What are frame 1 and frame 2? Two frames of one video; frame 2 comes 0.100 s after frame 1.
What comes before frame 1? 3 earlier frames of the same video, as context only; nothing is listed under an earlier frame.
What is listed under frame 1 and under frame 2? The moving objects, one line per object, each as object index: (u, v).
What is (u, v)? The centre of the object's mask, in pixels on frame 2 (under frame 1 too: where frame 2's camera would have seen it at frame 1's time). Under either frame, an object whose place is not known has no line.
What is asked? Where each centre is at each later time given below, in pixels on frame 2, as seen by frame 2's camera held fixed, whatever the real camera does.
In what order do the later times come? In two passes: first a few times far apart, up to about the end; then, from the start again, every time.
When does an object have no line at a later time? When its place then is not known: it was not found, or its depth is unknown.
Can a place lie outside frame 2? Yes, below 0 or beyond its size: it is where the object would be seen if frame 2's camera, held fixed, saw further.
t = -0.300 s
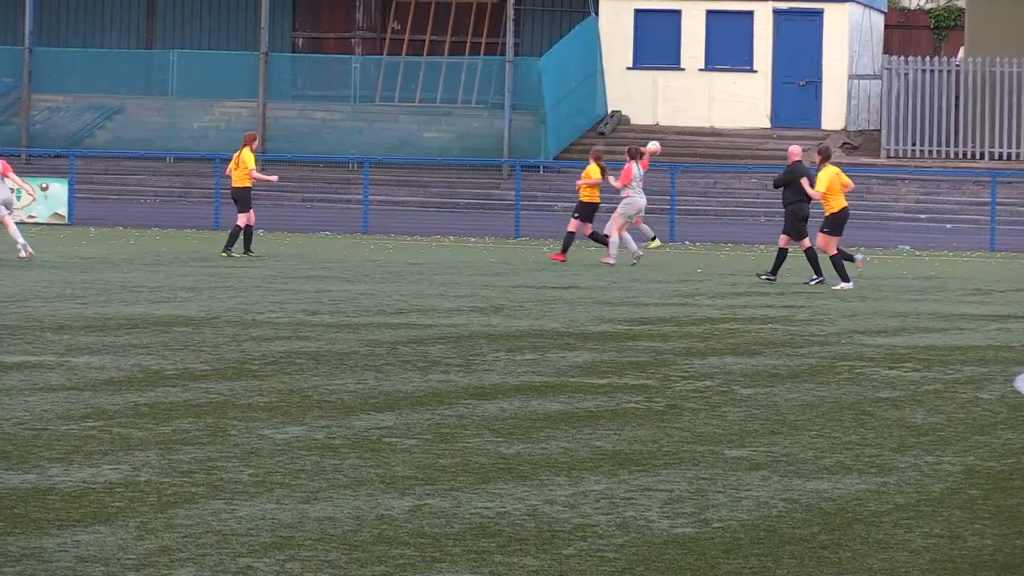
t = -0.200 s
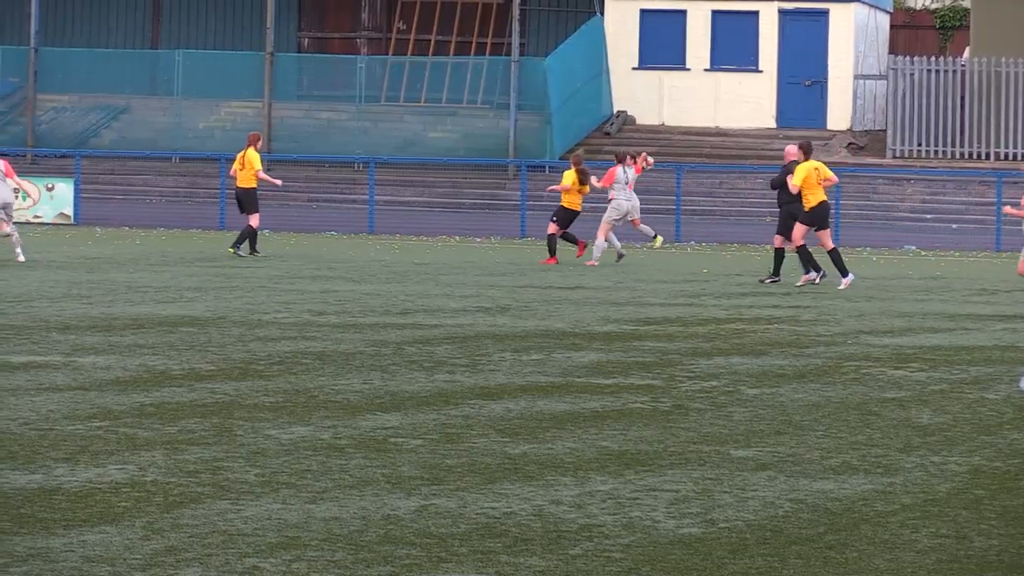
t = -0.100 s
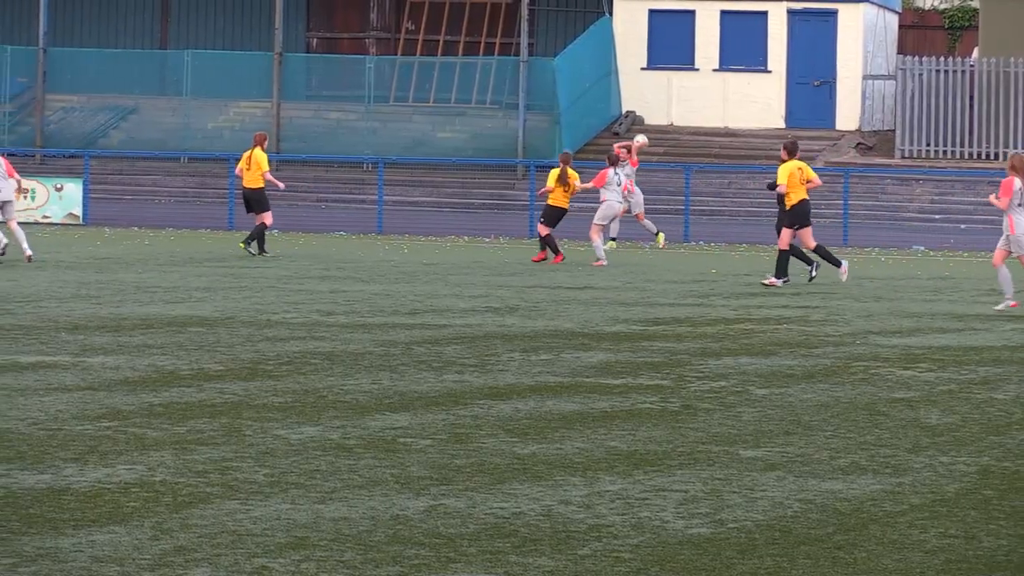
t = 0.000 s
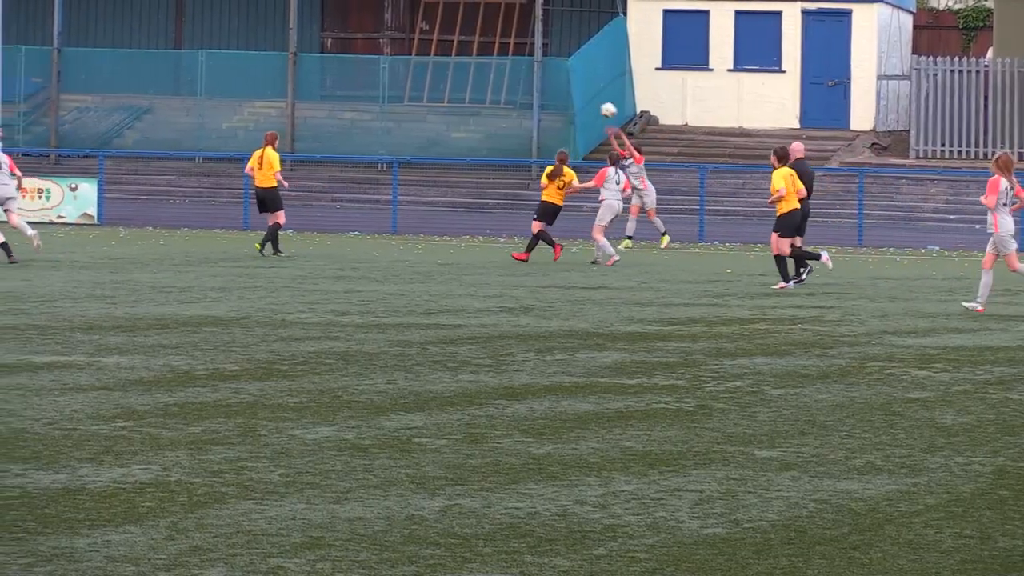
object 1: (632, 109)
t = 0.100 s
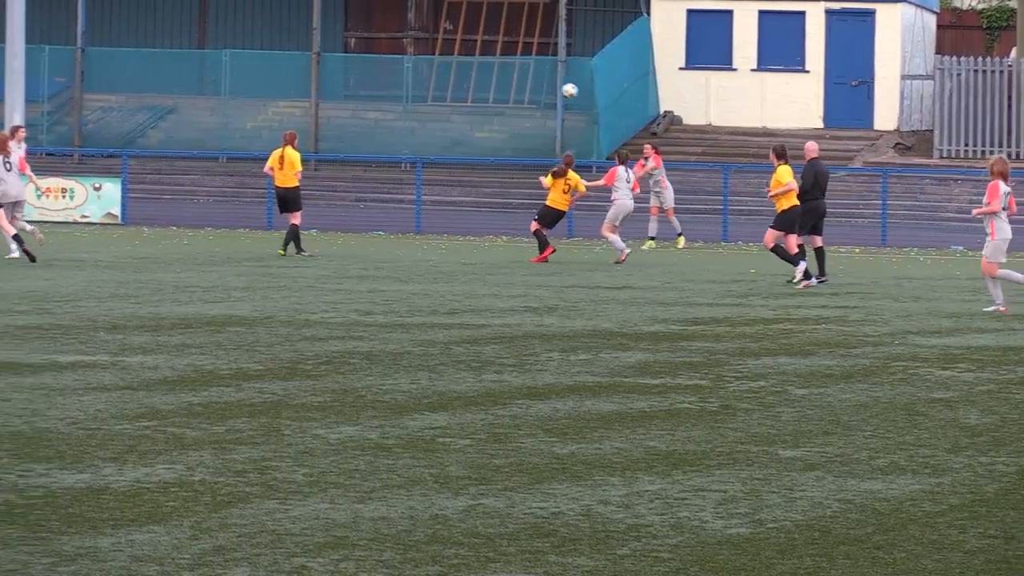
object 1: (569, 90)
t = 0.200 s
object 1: (506, 77)
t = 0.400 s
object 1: (375, 68)
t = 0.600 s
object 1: (239, 82)
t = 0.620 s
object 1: (225, 85)
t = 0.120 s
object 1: (557, 87)
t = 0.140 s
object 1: (544, 84)
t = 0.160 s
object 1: (531, 82)
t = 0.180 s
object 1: (518, 79)
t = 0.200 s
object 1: (506, 77)
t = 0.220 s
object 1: (493, 75)
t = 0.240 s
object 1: (480, 73)
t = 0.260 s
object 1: (467, 72)
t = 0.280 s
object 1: (454, 71)
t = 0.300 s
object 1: (441, 70)
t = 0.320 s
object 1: (428, 69)
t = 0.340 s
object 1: (415, 69)
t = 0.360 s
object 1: (402, 68)
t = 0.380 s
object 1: (389, 68)
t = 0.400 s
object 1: (375, 68)
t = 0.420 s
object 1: (362, 69)
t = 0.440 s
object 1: (349, 69)
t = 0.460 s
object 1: (335, 70)
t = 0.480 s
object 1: (322, 71)
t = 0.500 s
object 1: (308, 72)
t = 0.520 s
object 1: (294, 73)
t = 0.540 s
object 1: (280, 75)
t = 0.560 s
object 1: (267, 77)
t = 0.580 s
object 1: (253, 79)
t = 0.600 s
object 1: (239, 82)
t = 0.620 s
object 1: (225, 85)
